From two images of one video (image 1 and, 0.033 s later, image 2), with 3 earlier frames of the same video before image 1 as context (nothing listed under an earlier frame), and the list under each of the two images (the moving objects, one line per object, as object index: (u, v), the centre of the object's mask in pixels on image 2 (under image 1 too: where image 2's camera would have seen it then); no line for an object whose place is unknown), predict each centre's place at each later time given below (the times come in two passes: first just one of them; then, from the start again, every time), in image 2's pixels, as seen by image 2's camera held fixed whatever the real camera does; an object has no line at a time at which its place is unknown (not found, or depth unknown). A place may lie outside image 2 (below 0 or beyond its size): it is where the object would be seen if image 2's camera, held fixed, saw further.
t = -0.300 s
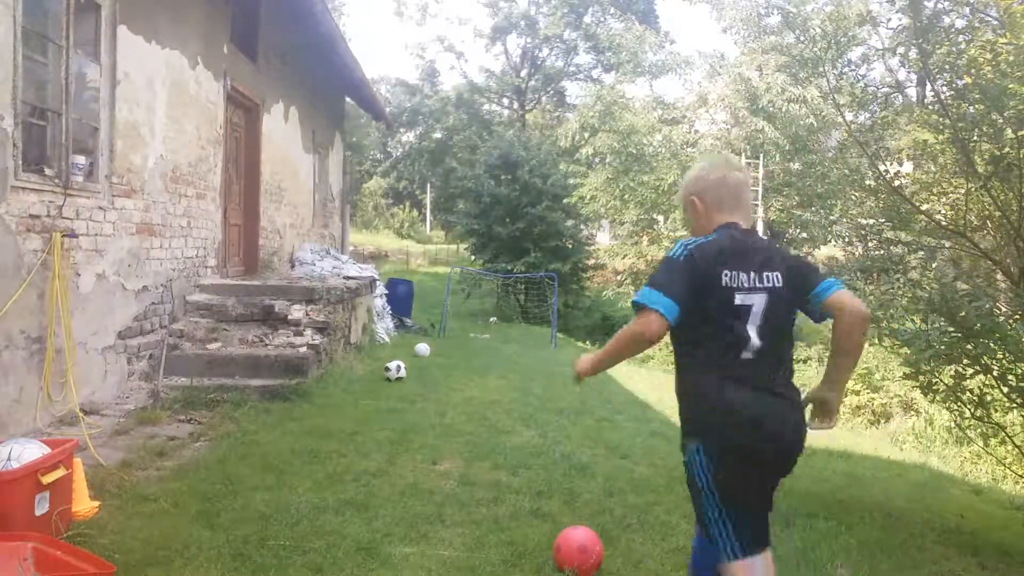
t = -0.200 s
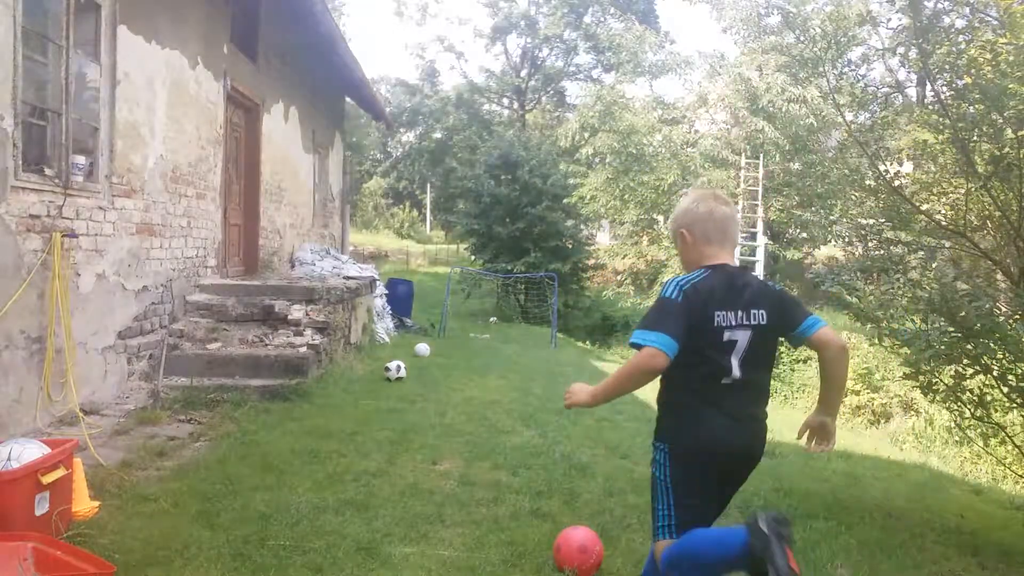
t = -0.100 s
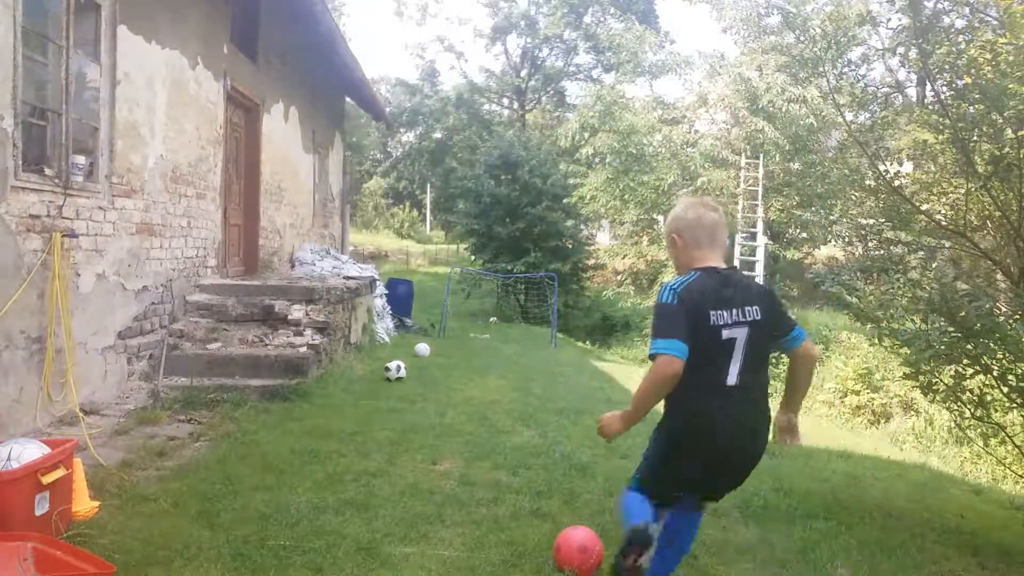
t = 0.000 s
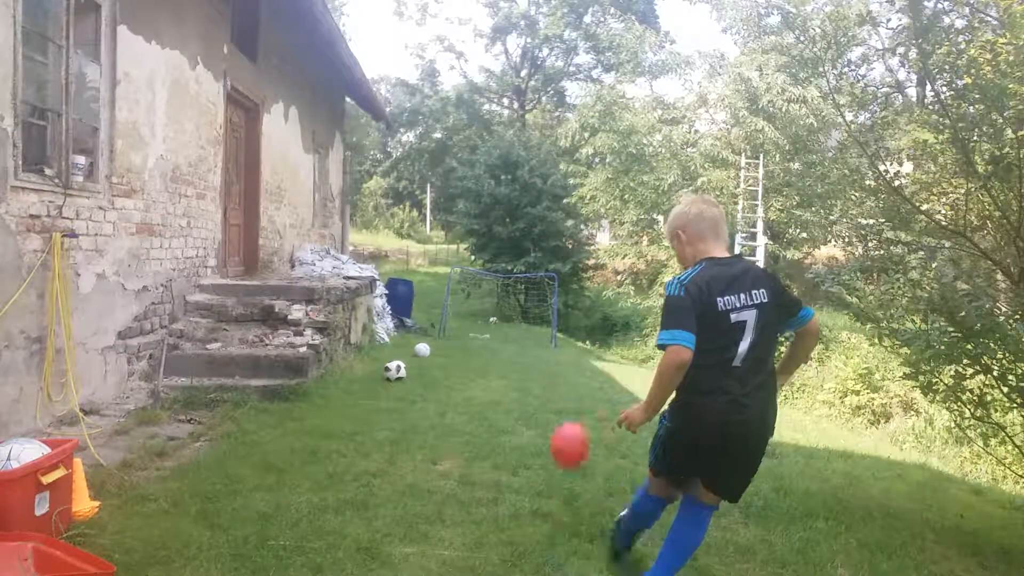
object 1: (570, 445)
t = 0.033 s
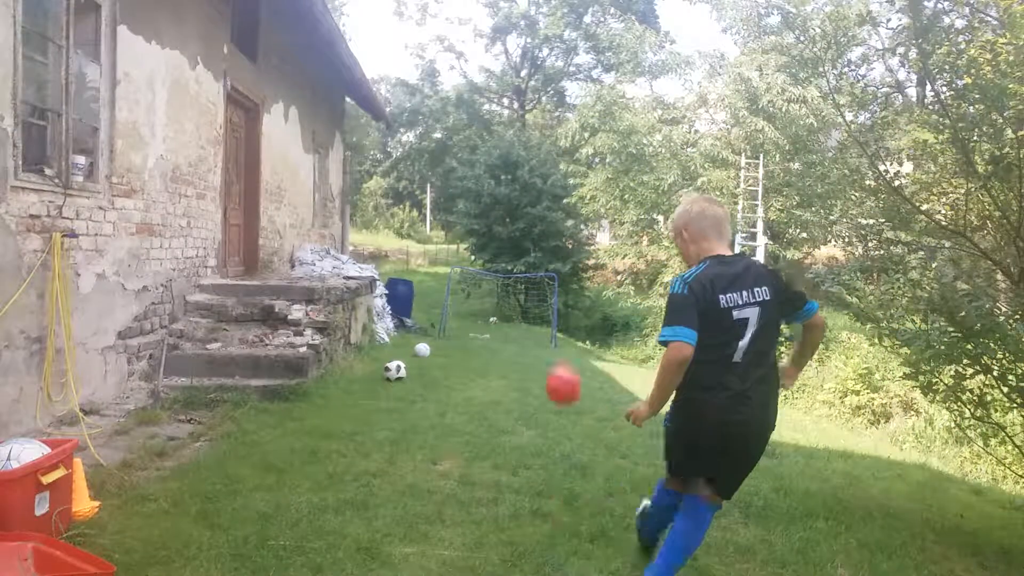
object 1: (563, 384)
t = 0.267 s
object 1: (544, 245)
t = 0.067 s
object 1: (560, 344)
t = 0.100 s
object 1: (557, 313)
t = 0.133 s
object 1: (554, 292)
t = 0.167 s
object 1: (551, 274)
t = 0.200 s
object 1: (548, 261)
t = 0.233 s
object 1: (546, 252)
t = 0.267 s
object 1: (544, 245)
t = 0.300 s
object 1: (542, 241)
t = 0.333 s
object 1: (540, 238)
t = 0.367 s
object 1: (539, 237)
